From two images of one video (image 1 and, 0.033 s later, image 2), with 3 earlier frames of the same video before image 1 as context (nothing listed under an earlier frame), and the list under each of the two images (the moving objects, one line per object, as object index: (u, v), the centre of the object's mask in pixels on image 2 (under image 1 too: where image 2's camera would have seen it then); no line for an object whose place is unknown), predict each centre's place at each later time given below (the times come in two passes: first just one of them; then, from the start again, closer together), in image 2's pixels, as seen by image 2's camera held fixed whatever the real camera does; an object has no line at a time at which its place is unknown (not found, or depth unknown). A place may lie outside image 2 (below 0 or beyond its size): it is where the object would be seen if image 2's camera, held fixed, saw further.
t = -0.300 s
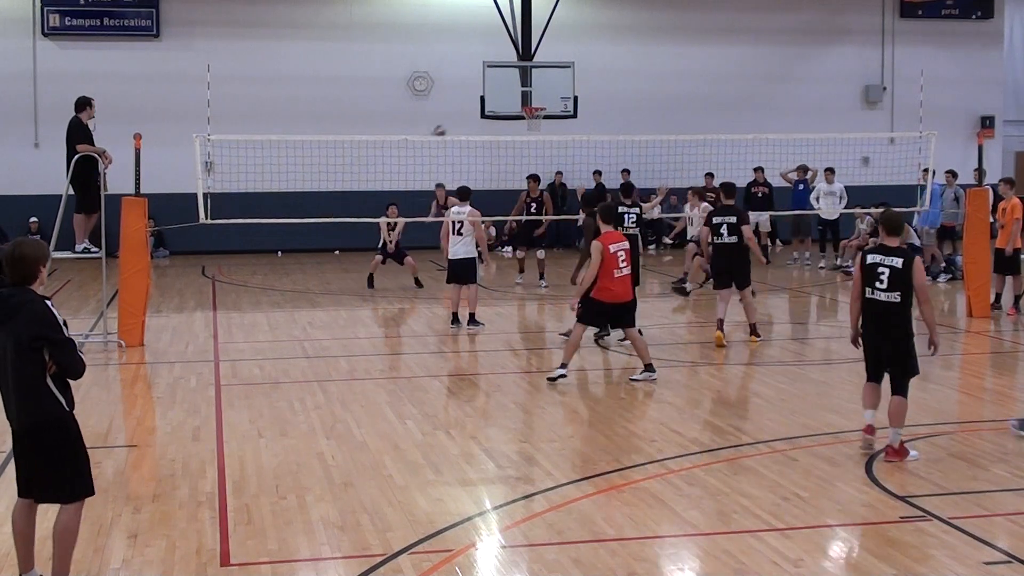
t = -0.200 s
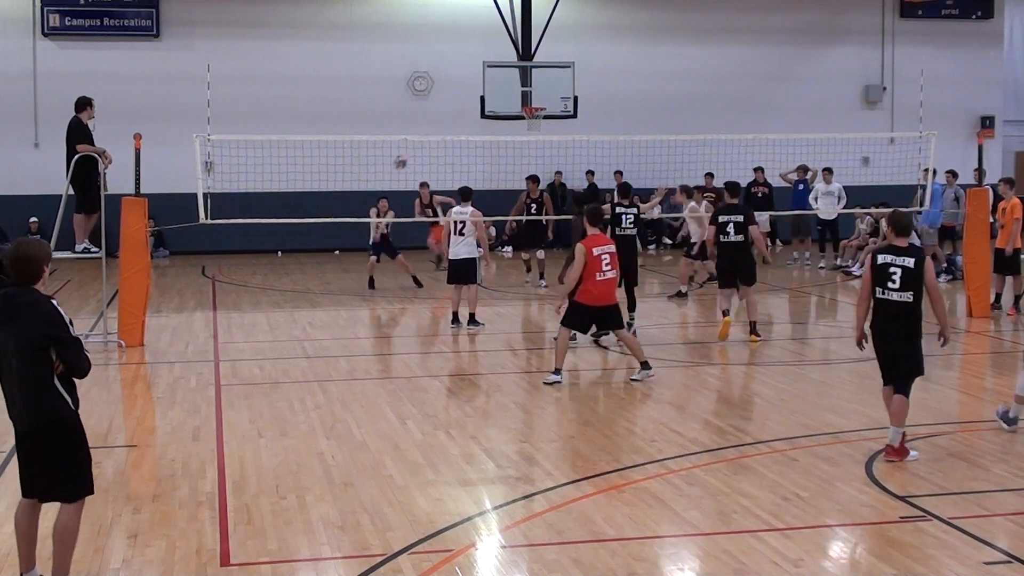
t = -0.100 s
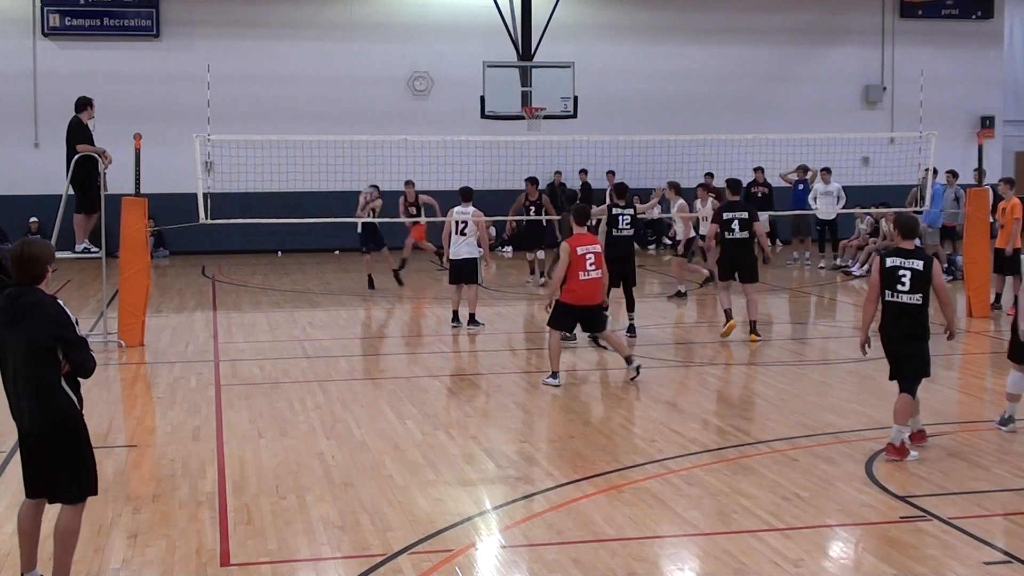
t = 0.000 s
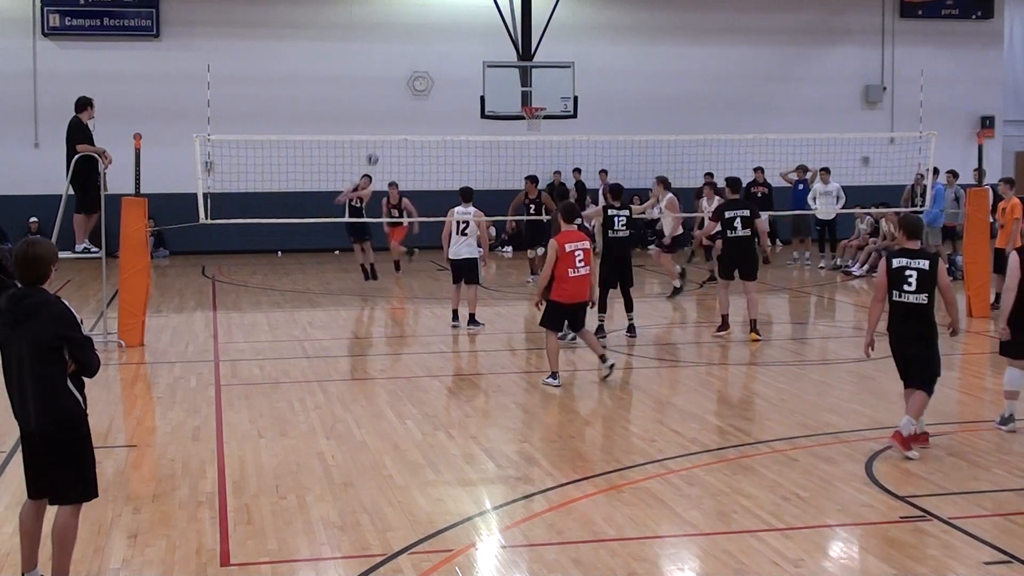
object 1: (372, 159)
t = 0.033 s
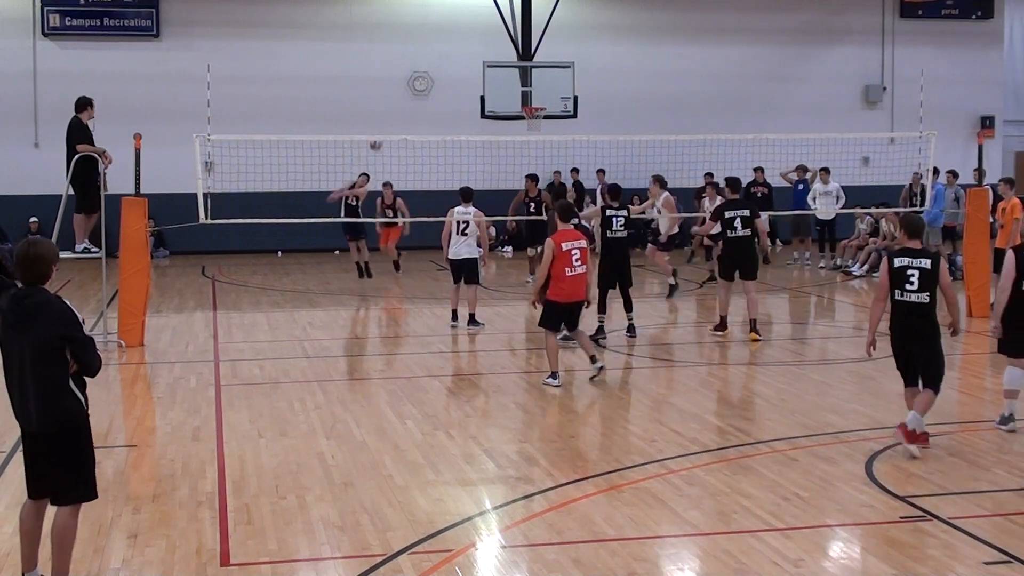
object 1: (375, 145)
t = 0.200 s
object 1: (393, 81)
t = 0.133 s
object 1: (386, 104)
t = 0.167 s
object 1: (389, 90)
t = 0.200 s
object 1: (393, 81)
